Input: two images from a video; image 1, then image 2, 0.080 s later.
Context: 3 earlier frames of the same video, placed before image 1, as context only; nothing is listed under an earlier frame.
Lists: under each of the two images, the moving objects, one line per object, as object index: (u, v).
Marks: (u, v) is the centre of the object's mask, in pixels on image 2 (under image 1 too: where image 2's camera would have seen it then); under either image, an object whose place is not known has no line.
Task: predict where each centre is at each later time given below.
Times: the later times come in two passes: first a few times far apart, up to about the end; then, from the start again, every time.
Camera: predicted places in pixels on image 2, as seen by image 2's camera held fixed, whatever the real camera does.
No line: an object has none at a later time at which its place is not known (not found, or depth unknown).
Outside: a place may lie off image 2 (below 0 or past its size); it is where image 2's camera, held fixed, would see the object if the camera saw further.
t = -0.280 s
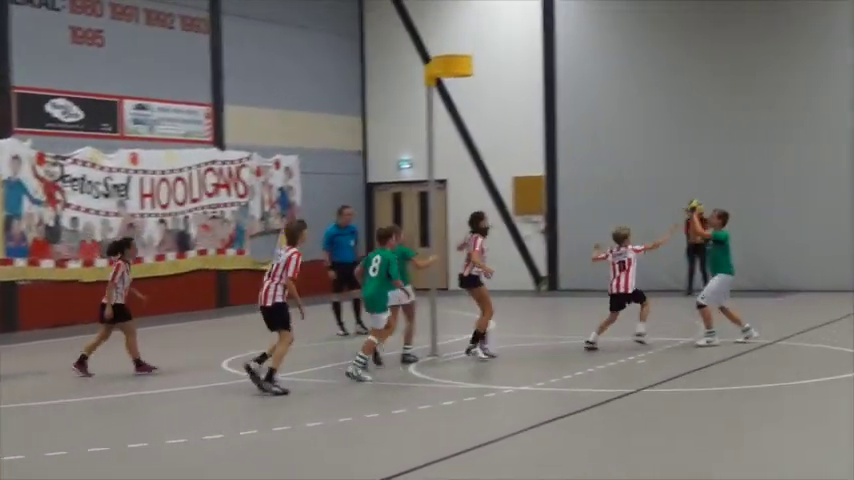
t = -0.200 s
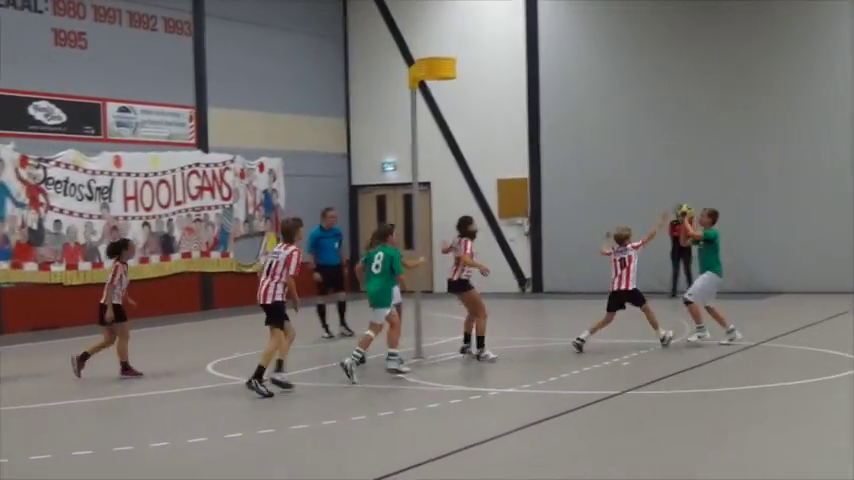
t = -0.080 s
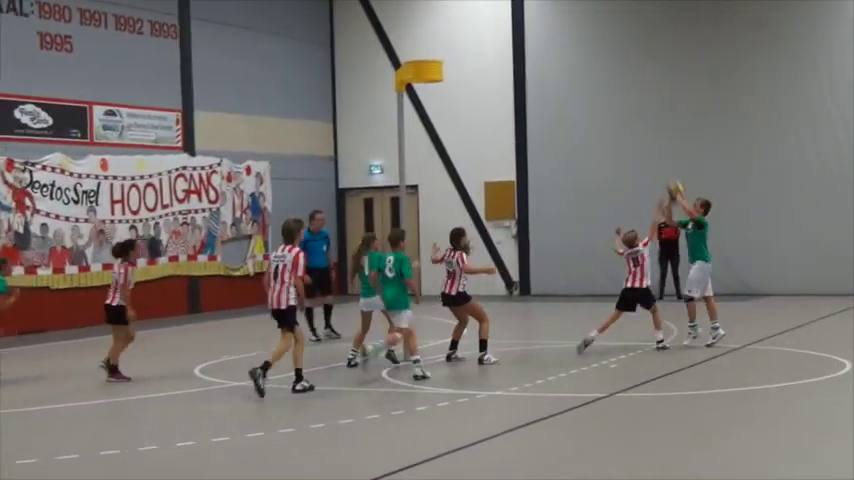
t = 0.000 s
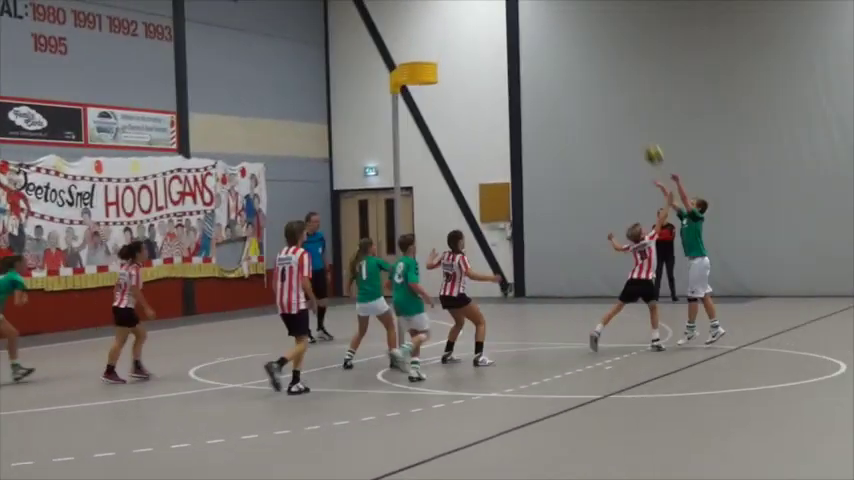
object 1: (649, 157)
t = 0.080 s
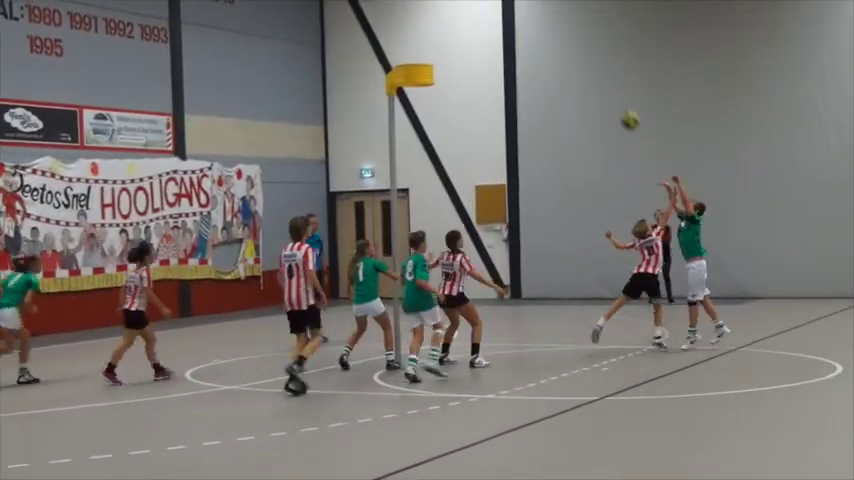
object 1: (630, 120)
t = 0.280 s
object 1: (581, 55)
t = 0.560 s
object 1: (516, 19)
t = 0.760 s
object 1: (473, 31)
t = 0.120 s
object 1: (619, 105)
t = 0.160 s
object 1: (609, 91)
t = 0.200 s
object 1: (600, 77)
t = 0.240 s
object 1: (590, 66)
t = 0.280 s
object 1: (581, 55)
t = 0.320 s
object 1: (571, 46)
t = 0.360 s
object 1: (561, 39)
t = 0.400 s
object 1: (552, 32)
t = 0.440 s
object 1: (542, 27)
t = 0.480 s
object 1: (533, 24)
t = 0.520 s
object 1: (525, 21)
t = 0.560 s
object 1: (516, 19)
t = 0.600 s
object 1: (507, 19)
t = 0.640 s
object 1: (499, 20)
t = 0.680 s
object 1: (490, 22)
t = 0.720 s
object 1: (481, 26)
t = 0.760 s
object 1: (473, 31)
